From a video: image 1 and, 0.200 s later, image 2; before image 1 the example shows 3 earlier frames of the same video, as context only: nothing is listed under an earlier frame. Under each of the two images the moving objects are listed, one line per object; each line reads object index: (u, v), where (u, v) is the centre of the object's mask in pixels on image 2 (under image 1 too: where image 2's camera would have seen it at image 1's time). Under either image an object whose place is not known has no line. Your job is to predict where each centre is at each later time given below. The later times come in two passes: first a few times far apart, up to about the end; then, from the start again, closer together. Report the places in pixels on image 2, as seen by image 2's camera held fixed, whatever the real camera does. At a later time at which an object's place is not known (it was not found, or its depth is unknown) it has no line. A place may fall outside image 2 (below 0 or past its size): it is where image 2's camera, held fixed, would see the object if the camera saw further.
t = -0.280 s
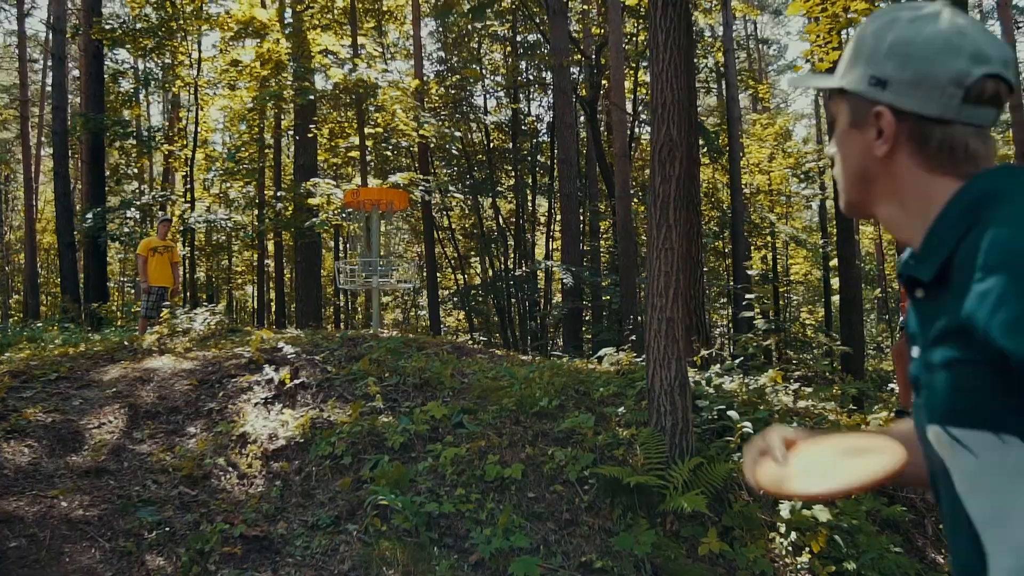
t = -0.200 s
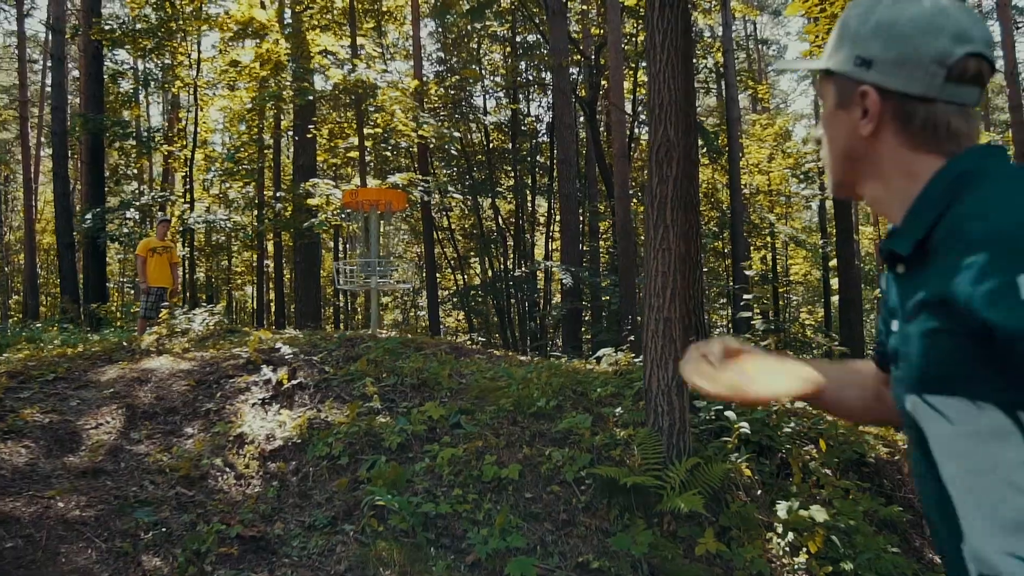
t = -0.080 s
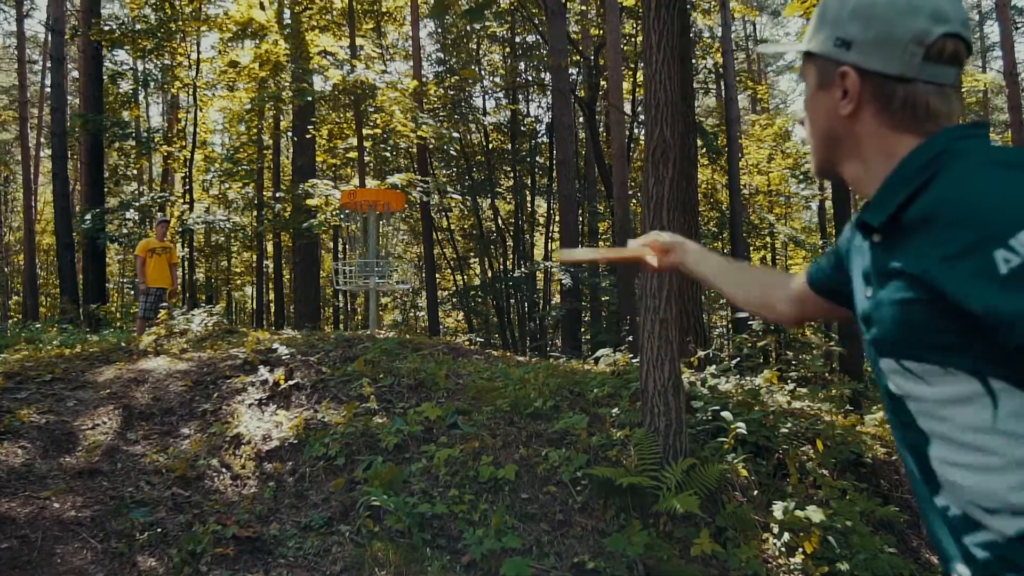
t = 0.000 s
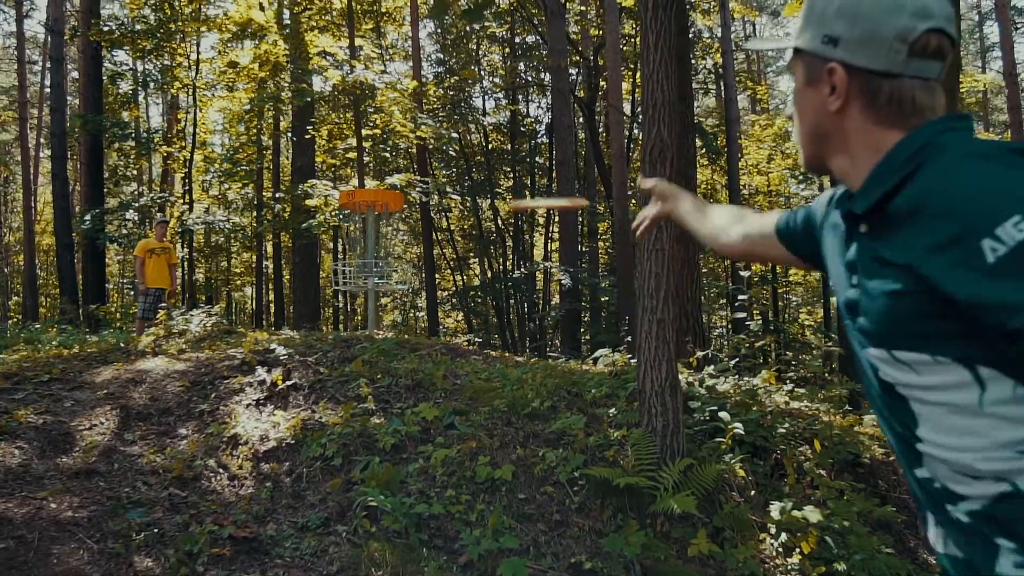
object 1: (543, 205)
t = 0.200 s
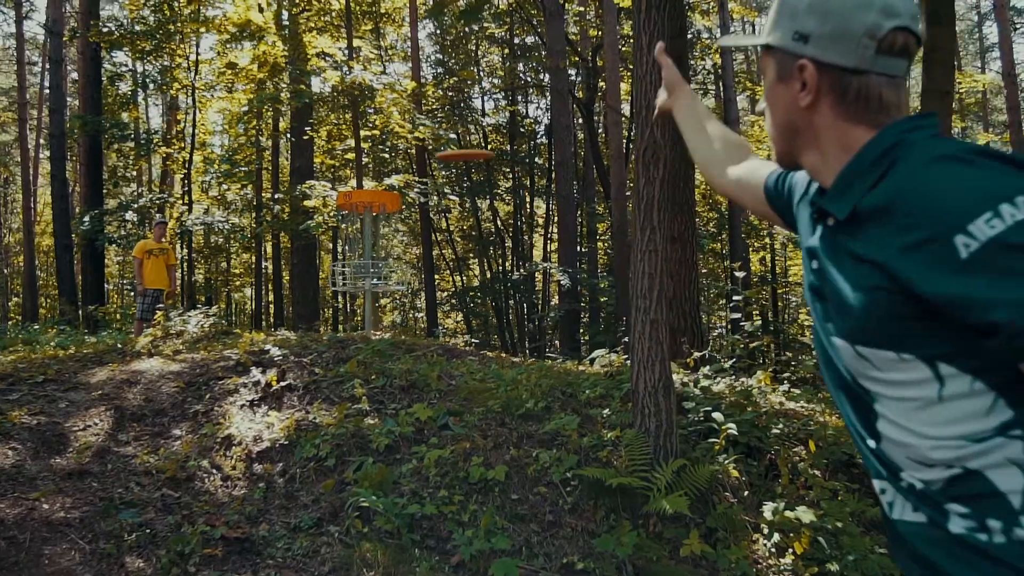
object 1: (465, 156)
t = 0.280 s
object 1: (445, 151)
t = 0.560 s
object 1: (399, 166)
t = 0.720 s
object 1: (386, 183)
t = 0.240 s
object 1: (453, 152)
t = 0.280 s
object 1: (445, 151)
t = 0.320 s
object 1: (436, 151)
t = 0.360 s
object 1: (428, 152)
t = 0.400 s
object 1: (422, 153)
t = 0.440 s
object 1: (416, 156)
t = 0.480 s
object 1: (411, 158)
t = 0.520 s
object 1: (405, 162)
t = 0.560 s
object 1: (399, 166)
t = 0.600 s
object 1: (395, 169)
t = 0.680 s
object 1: (387, 178)
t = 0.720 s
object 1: (386, 183)
